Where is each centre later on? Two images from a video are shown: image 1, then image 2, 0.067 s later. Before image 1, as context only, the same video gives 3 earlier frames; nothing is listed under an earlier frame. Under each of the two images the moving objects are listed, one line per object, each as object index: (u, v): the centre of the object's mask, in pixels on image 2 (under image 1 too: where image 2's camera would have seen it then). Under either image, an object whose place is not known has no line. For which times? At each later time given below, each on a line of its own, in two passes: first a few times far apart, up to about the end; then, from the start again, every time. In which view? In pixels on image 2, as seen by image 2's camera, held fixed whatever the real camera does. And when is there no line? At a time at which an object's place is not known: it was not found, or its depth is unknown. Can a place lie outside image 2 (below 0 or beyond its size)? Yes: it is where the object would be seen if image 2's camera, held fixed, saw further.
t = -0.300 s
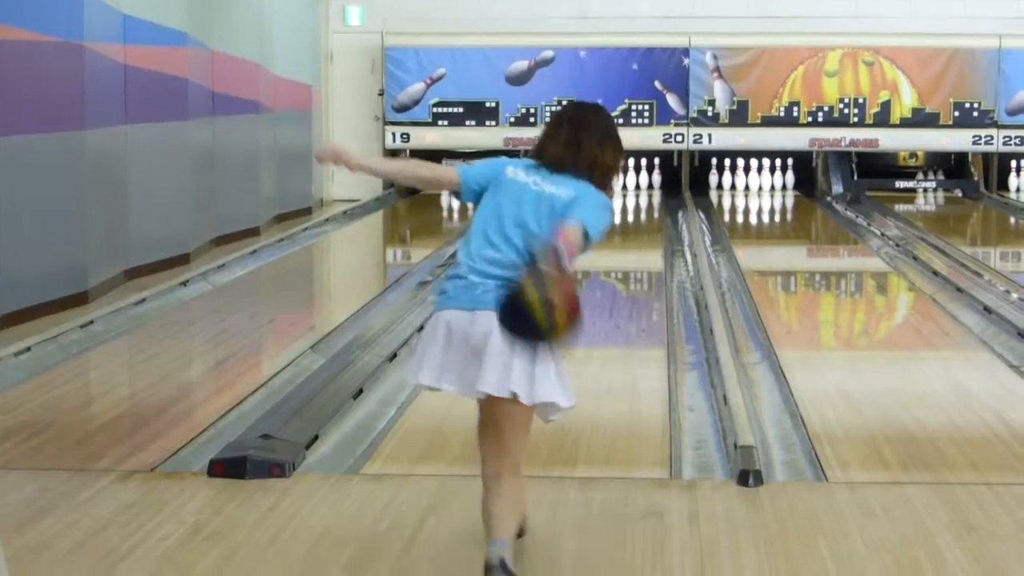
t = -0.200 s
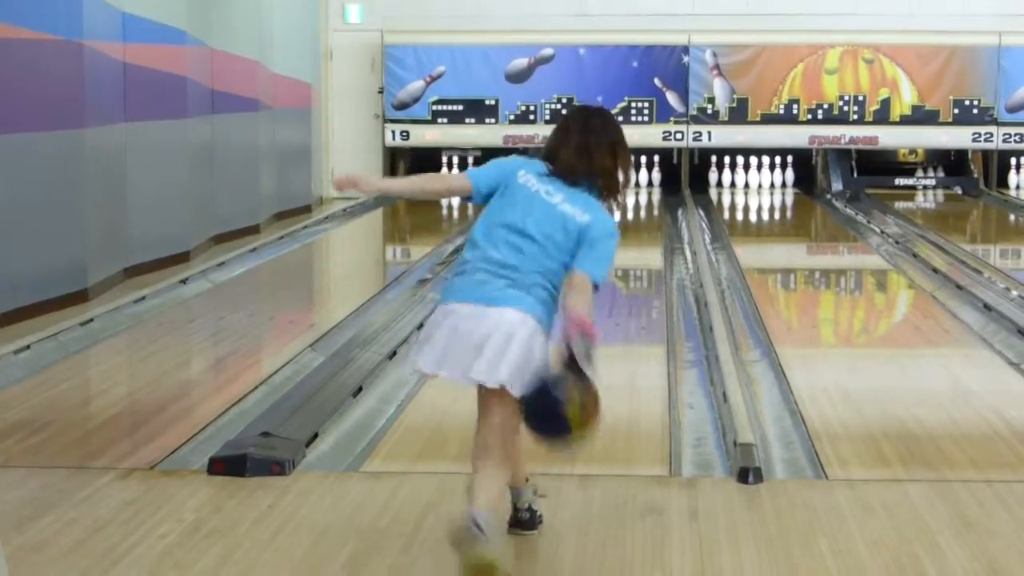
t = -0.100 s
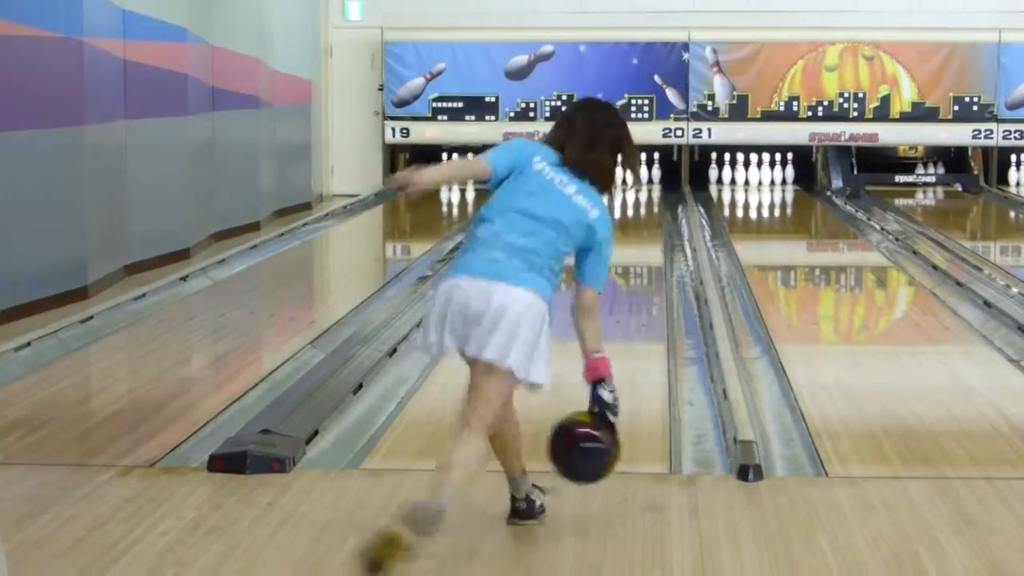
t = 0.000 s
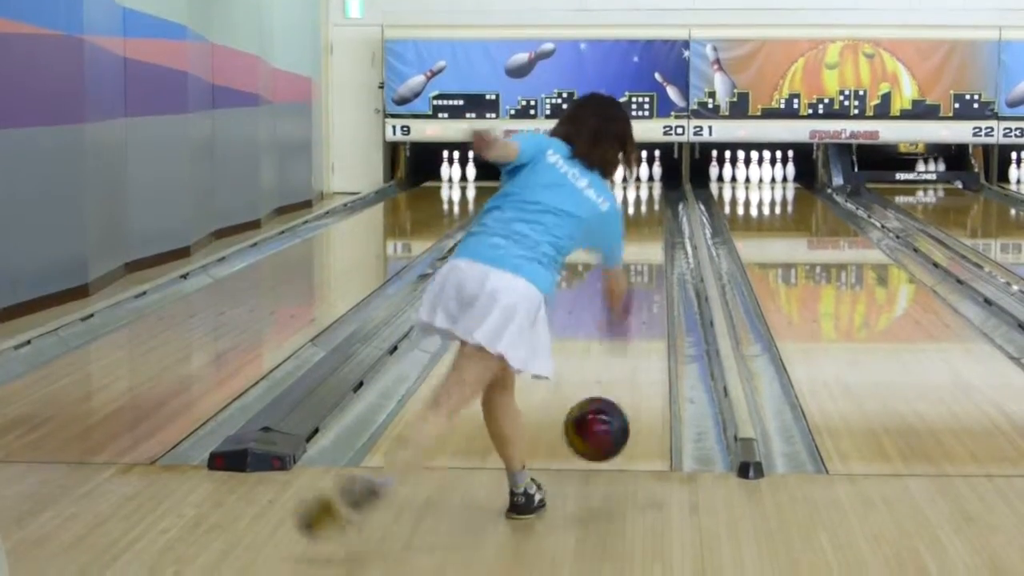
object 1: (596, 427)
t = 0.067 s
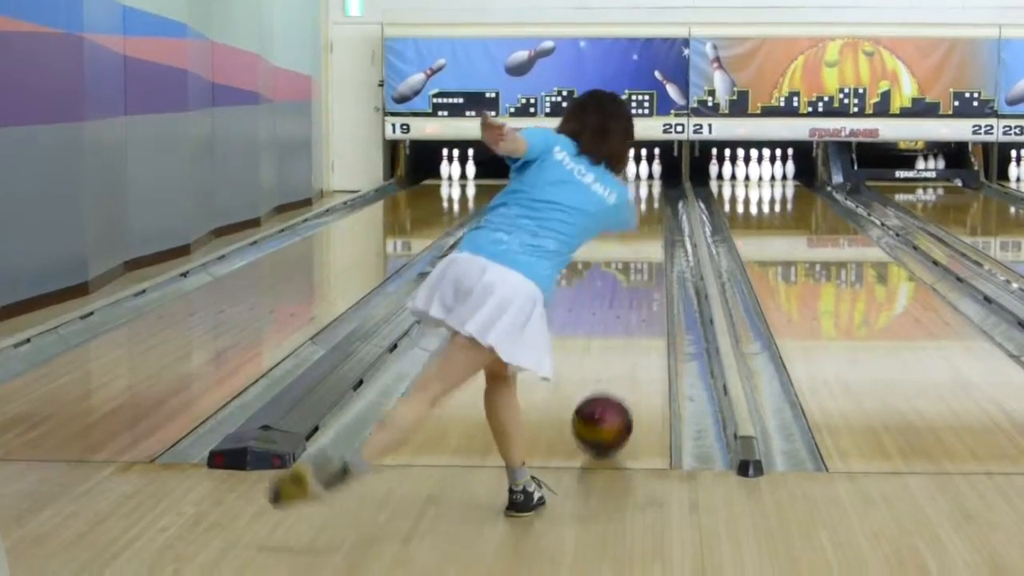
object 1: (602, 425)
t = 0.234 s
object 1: (613, 376)
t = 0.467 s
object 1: (623, 328)
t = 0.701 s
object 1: (630, 294)
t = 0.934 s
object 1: (636, 267)
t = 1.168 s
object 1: (639, 245)
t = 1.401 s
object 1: (641, 229)
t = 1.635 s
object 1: (641, 216)
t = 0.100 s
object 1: (605, 411)
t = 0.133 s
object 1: (607, 403)
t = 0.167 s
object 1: (609, 394)
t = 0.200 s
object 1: (611, 385)
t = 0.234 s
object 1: (613, 376)
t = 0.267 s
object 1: (615, 368)
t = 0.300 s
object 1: (617, 361)
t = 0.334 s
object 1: (618, 353)
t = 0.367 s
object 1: (620, 346)
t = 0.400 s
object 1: (621, 340)
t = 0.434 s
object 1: (622, 334)
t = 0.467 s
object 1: (623, 328)
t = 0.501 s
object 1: (625, 322)
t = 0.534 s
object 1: (626, 317)
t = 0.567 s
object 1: (627, 311)
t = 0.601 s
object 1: (628, 306)
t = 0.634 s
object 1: (629, 301)
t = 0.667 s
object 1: (630, 297)
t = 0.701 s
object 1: (630, 294)
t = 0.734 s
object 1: (637, 288)
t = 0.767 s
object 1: (634, 285)
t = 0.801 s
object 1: (633, 280)
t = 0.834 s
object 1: (634, 277)
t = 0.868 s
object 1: (634, 273)
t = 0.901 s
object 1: (635, 270)
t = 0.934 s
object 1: (636, 267)
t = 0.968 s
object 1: (636, 263)
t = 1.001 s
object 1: (637, 260)
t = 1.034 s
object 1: (637, 257)
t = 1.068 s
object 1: (638, 254)
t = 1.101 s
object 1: (638, 251)
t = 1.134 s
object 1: (639, 248)
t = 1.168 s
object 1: (639, 245)
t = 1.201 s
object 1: (639, 243)
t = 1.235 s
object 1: (639, 241)
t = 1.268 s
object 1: (640, 238)
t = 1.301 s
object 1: (640, 236)
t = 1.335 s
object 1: (641, 233)
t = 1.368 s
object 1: (641, 232)
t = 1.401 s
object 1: (641, 229)
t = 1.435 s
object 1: (641, 227)
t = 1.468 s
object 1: (641, 225)
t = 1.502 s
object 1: (642, 223)
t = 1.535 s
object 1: (643, 224)
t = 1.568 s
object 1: (643, 220)
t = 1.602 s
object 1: (642, 217)
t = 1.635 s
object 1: (641, 216)
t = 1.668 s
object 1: (642, 214)
